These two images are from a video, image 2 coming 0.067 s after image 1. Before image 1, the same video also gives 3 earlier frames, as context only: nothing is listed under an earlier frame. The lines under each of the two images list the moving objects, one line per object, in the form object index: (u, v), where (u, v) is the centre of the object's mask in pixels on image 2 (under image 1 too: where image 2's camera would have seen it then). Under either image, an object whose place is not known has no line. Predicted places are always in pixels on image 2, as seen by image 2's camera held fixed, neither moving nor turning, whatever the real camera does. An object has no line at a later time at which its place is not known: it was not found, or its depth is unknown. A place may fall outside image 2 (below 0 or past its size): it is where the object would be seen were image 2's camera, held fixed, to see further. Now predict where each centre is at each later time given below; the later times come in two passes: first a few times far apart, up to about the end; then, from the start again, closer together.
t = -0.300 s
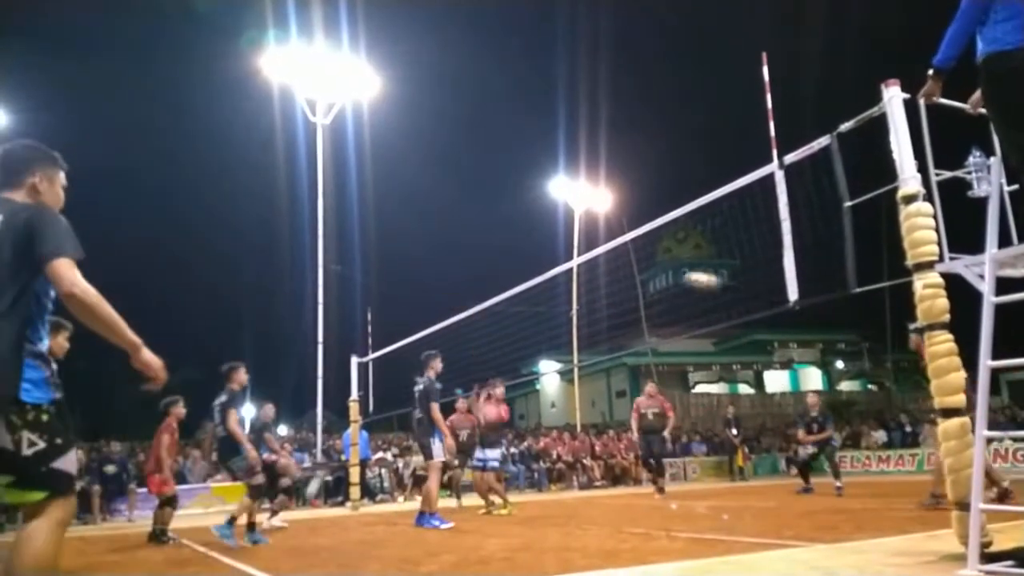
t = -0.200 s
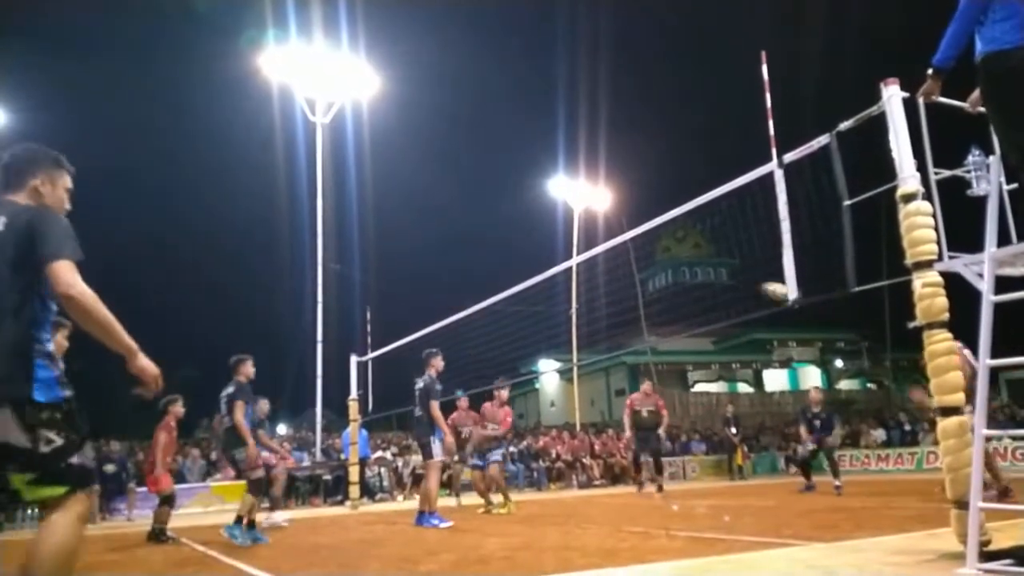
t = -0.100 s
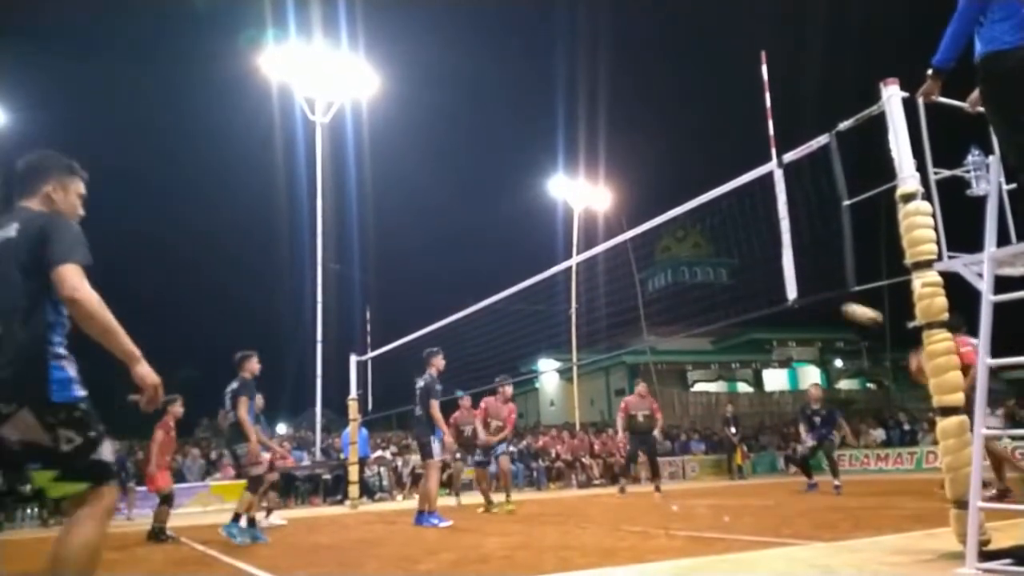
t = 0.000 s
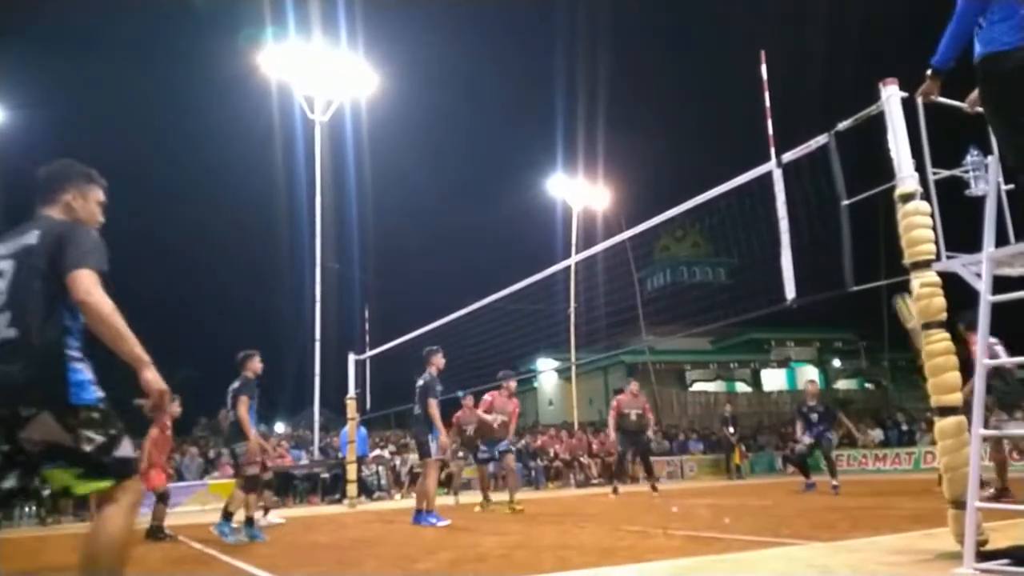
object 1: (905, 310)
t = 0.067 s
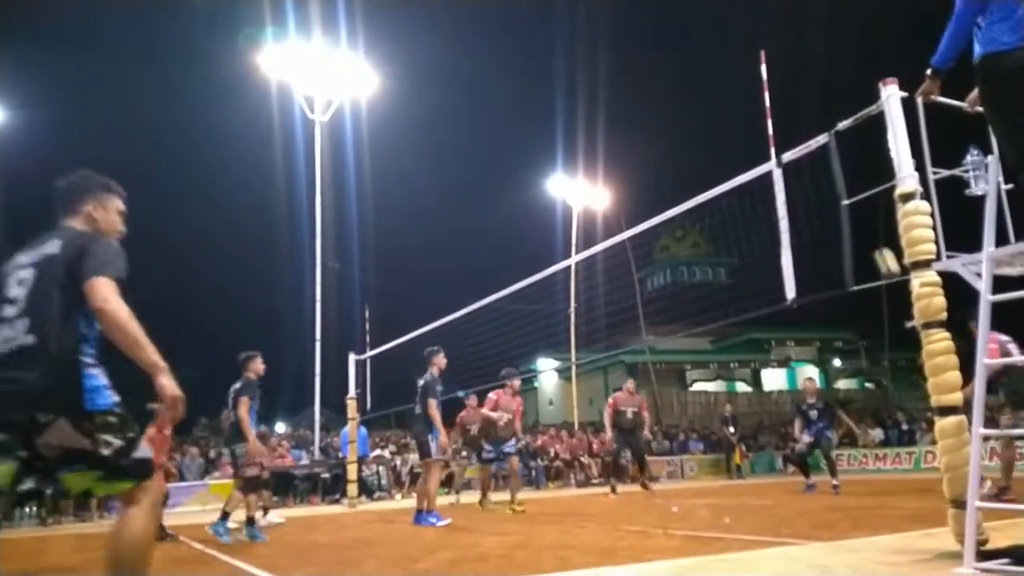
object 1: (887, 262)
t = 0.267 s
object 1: (833, 154)
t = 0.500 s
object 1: (781, 76)
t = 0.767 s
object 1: (732, 38)
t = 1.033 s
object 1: (691, 49)
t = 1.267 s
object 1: (660, 96)
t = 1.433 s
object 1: (641, 150)
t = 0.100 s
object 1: (878, 242)
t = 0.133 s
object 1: (868, 222)
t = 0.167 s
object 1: (859, 203)
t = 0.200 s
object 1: (851, 185)
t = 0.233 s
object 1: (845, 170)
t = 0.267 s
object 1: (833, 154)
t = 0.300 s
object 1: (821, 138)
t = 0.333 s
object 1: (816, 126)
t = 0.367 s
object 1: (809, 115)
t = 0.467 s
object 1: (788, 84)
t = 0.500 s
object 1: (781, 76)
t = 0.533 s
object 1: (775, 69)
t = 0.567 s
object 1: (770, 61)
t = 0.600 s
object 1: (762, 56)
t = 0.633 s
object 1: (755, 51)
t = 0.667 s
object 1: (749, 47)
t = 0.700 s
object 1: (744, 44)
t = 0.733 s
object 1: (737, 40)
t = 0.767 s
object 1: (732, 38)
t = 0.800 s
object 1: (726, 37)
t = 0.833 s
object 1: (721, 36)
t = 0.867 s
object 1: (716, 37)
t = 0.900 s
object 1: (711, 38)
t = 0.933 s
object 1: (705, 39)
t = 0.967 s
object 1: (700, 42)
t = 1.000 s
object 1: (696, 45)
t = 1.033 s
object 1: (691, 49)
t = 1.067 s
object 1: (687, 53)
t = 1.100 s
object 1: (682, 58)
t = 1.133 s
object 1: (677, 65)
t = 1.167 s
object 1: (673, 71)
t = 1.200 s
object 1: (669, 78)
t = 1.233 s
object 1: (664, 87)
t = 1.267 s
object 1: (660, 96)
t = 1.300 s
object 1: (656, 105)
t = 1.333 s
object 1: (652, 115)
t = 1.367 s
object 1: (649, 126)
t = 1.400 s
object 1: (645, 138)
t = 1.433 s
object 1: (641, 150)
